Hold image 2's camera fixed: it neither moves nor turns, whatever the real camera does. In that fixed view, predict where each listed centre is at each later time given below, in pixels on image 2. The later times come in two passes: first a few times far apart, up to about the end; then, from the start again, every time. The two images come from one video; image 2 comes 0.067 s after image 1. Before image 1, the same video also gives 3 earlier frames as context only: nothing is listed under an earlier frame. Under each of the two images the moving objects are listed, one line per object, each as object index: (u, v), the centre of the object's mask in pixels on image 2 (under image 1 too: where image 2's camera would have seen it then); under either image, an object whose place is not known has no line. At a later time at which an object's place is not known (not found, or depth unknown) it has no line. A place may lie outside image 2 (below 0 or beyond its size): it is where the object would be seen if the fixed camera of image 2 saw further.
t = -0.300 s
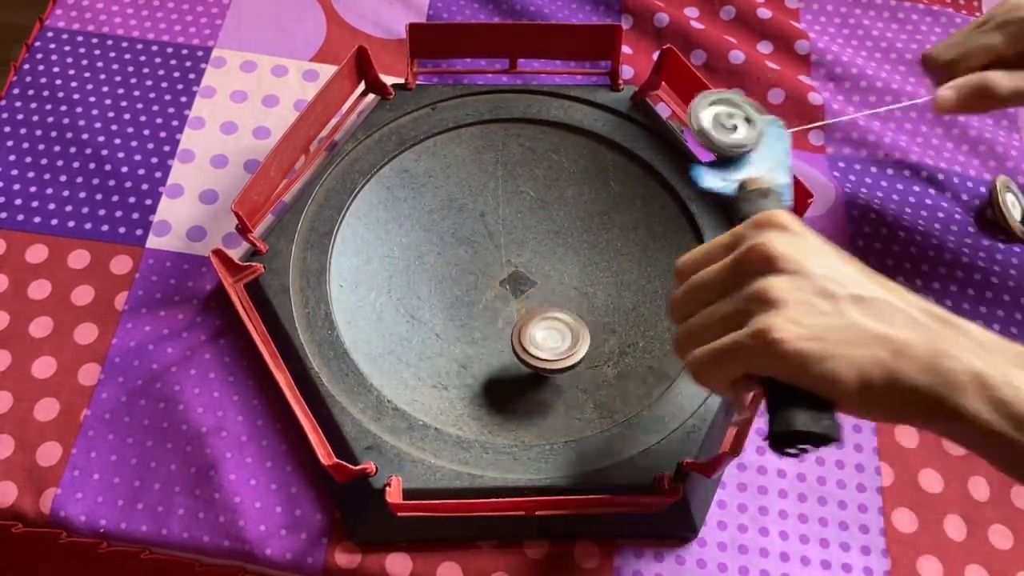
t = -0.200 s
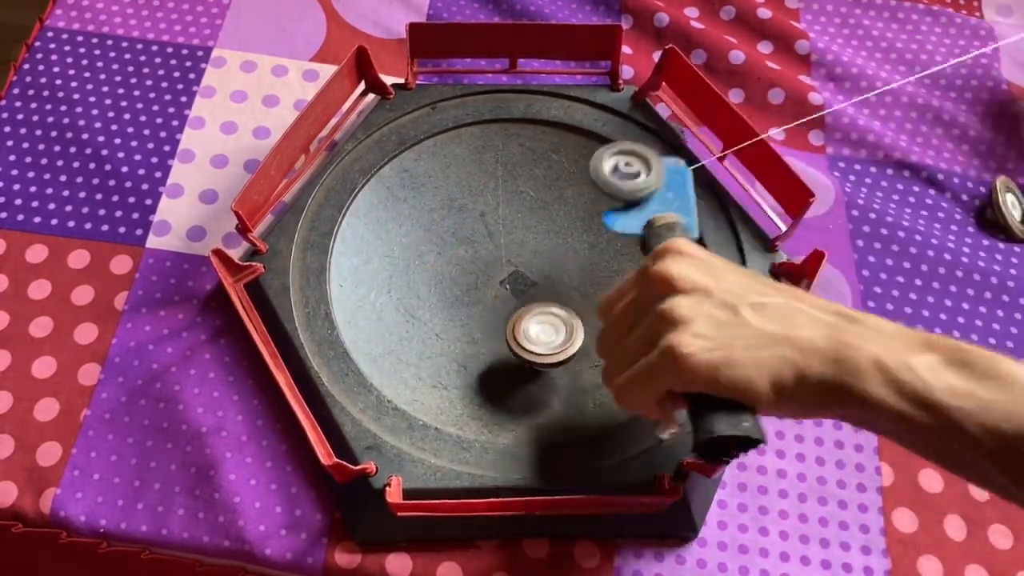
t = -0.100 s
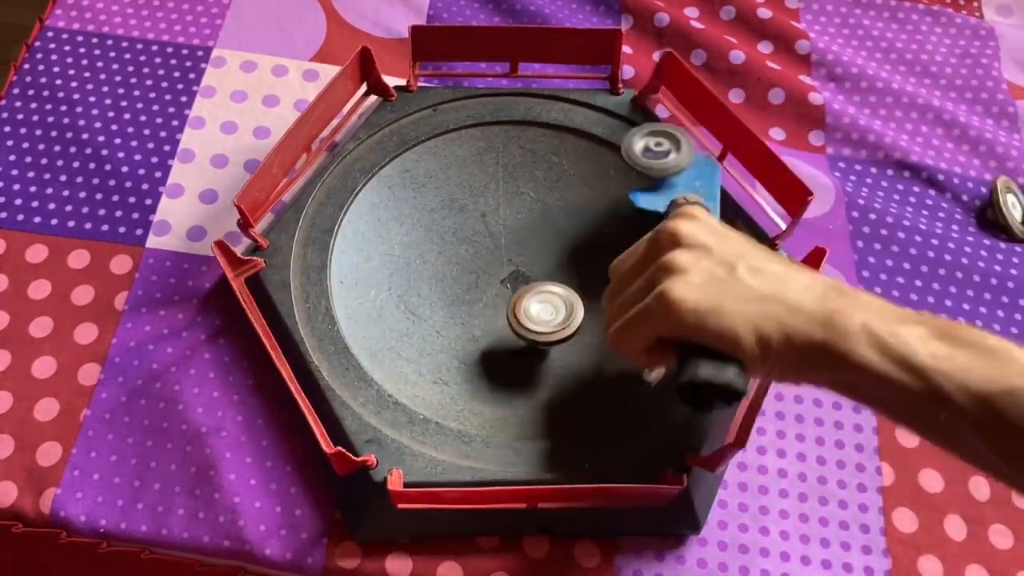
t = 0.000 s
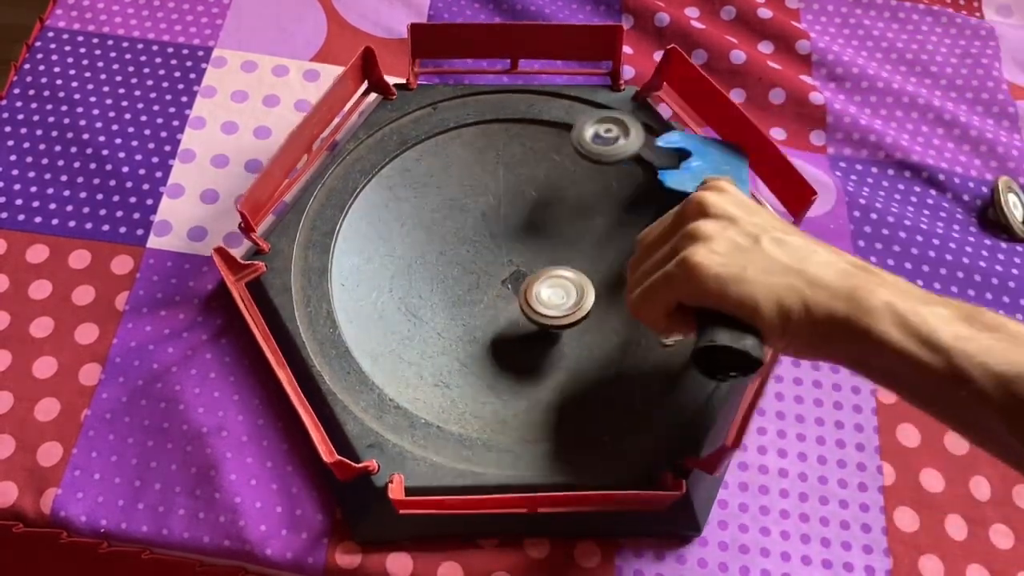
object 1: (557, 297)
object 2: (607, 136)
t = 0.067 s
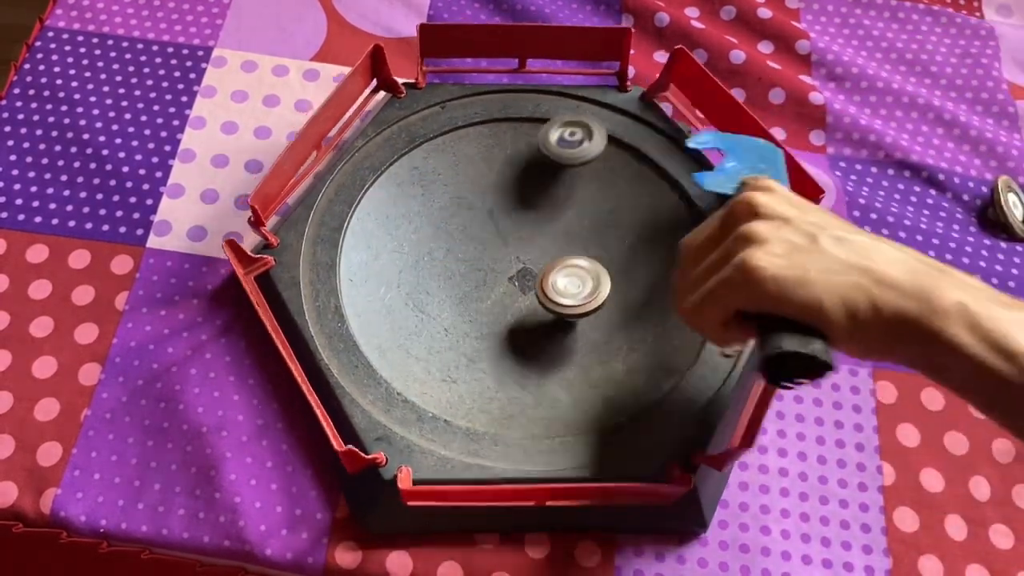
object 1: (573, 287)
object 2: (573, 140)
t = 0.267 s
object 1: (609, 266)
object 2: (513, 198)
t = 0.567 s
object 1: (624, 269)
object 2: (557, 237)
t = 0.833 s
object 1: (590, 244)
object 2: (677, 219)
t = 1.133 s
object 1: (587, 197)
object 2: (504, 392)
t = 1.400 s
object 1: (575, 205)
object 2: (385, 157)
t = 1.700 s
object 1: (521, 196)
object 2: (651, 379)
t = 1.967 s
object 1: (503, 192)
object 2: (491, 111)
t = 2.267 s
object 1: (487, 199)
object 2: (579, 442)
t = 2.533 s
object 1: (481, 235)
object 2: (475, 110)
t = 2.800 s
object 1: (466, 260)
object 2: (504, 419)
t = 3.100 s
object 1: (470, 276)
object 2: (691, 191)
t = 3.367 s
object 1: (502, 297)
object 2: (339, 237)
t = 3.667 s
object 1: (533, 310)
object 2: (632, 395)
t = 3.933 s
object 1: (558, 312)
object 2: (470, 111)
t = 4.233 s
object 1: (580, 296)
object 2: (529, 417)
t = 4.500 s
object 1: (596, 279)
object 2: (589, 116)
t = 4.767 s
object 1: (601, 257)
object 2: (444, 399)
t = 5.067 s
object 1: (590, 230)
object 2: (655, 151)
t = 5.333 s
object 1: (580, 206)
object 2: (403, 383)
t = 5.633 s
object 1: (554, 199)
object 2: (646, 153)
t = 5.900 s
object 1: (526, 192)
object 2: (440, 401)
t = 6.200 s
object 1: (495, 195)
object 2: (611, 129)
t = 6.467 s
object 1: (485, 205)
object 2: (469, 409)
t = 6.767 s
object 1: (460, 236)
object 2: (619, 129)
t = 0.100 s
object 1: (581, 281)
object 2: (559, 141)
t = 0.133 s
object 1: (586, 277)
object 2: (545, 147)
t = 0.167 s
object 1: (591, 274)
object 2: (533, 157)
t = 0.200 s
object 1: (598, 270)
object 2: (524, 169)
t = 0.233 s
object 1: (603, 268)
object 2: (518, 183)
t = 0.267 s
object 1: (609, 266)
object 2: (513, 198)
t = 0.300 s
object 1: (613, 265)
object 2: (513, 212)
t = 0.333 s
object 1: (617, 264)
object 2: (514, 227)
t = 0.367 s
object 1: (621, 264)
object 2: (517, 238)
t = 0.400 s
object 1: (623, 265)
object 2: (522, 247)
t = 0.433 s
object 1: (625, 265)
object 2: (527, 252)
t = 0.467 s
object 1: (626, 266)
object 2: (532, 254)
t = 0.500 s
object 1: (626, 267)
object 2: (538, 250)
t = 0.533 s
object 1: (625, 268)
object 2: (546, 244)
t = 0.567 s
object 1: (624, 269)
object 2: (557, 237)
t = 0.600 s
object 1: (621, 269)
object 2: (569, 226)
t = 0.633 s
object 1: (618, 268)
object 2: (583, 215)
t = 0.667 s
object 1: (613, 266)
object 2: (600, 206)
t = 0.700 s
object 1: (608, 263)
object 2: (617, 201)
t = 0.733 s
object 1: (603, 259)
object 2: (635, 199)
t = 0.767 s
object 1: (599, 254)
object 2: (652, 201)
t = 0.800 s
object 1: (595, 250)
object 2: (666, 208)
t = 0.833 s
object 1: (590, 244)
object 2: (677, 219)
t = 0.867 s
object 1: (587, 238)
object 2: (684, 235)
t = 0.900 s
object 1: (585, 231)
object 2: (688, 255)
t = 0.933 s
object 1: (584, 225)
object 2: (685, 279)
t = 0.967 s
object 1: (583, 218)
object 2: (677, 306)
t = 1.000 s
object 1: (583, 212)
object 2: (659, 334)
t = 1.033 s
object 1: (583, 207)
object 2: (630, 359)
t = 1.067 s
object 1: (584, 203)
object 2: (593, 380)
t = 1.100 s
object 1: (585, 199)
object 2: (549, 392)
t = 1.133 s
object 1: (587, 197)
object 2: (504, 392)
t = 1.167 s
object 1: (587, 196)
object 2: (456, 382)
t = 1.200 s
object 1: (588, 196)
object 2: (414, 363)
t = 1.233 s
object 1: (587, 197)
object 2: (375, 335)
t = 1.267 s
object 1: (587, 198)
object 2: (347, 302)
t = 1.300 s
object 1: (586, 199)
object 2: (336, 264)
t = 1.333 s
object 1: (583, 202)
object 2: (339, 227)
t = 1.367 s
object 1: (580, 203)
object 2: (354, 190)
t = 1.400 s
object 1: (575, 205)
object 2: (385, 157)
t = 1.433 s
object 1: (569, 206)
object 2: (425, 130)
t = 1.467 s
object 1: (563, 206)
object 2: (474, 111)
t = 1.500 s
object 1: (557, 206)
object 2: (530, 108)
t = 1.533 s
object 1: (550, 206)
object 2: (591, 116)
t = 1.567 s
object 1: (544, 206)
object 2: (646, 148)
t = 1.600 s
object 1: (538, 204)
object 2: (688, 200)
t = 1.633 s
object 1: (532, 202)
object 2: (706, 256)
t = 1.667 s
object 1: (526, 199)
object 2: (689, 326)
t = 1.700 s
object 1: (521, 196)
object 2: (651, 379)
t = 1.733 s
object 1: (518, 193)
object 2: (577, 412)
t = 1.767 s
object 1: (516, 191)
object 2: (496, 420)
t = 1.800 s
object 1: (514, 191)
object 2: (417, 391)
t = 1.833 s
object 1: (512, 190)
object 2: (360, 334)
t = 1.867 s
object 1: (510, 191)
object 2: (335, 262)
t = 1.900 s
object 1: (508, 191)
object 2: (355, 189)
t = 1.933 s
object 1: (506, 192)
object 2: (413, 133)
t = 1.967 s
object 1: (503, 192)
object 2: (491, 111)
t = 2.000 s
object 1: (500, 194)
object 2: (571, 109)
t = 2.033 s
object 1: (496, 193)
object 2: (649, 122)
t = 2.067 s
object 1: (493, 194)
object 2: (700, 159)
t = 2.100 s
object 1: (490, 194)
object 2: (740, 212)
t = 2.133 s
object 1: (489, 194)
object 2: (735, 268)
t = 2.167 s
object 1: (487, 195)
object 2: (722, 331)
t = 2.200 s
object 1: (486, 196)
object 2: (700, 384)
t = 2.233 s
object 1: (487, 197)
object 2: (640, 415)
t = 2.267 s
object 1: (487, 199)
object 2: (579, 442)
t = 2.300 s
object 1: (487, 202)
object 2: (518, 446)
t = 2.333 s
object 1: (487, 206)
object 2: (455, 410)
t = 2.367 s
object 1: (487, 210)
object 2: (399, 371)
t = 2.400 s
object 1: (487, 214)
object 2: (357, 320)
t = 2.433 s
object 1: (487, 219)
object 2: (339, 260)
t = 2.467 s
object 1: (485, 225)
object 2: (356, 194)
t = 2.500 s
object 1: (484, 229)
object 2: (402, 143)
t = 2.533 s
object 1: (481, 235)
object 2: (475, 110)
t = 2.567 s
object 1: (477, 240)
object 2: (558, 110)
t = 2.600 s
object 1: (474, 245)
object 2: (636, 136)
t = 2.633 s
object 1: (471, 248)
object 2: (687, 185)
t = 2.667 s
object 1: (468, 251)
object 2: (711, 252)
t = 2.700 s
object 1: (467, 253)
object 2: (698, 319)
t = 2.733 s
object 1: (466, 255)
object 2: (659, 375)
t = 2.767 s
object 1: (466, 258)
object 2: (588, 413)
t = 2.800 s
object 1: (466, 260)
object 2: (504, 419)
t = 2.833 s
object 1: (466, 262)
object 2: (422, 389)
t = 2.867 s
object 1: (466, 264)
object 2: (366, 331)
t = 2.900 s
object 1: (466, 267)
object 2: (341, 254)
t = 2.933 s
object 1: (466, 270)
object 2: (360, 185)
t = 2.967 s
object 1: (467, 272)
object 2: (418, 131)
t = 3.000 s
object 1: (467, 273)
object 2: (495, 108)
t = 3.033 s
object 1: (468, 274)
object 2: (571, 108)
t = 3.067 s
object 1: (469, 274)
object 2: (641, 138)
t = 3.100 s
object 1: (470, 276)
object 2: (691, 191)
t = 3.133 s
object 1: (471, 278)
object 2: (711, 257)
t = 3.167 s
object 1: (474, 279)
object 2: (694, 326)
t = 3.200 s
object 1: (478, 281)
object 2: (649, 385)
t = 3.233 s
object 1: (483, 285)
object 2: (576, 416)
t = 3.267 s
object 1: (488, 288)
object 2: (486, 413)
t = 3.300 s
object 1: (492, 291)
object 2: (407, 375)
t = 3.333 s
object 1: (497, 294)
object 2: (351, 309)
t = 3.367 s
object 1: (502, 297)
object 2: (339, 237)
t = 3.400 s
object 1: (506, 300)
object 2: (372, 166)
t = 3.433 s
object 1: (509, 303)
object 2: (439, 122)
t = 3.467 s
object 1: (512, 304)
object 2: (519, 105)
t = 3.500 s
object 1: (515, 306)
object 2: (600, 122)
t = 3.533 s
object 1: (519, 307)
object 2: (664, 157)
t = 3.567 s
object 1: (522, 308)
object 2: (704, 214)
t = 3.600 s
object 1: (526, 309)
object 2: (711, 282)
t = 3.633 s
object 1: (529, 309)
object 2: (681, 346)
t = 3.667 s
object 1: (533, 310)
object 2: (632, 395)
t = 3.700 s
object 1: (537, 311)
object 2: (556, 416)
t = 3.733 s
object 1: (541, 312)
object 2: (476, 411)
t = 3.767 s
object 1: (545, 312)
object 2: (403, 373)
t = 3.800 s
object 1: (549, 312)
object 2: (352, 315)
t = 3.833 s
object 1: (552, 313)
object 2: (339, 250)
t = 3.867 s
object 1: (555, 313)
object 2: (360, 183)
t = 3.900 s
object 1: (556, 313)
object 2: (411, 138)
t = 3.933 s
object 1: (558, 312)
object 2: (470, 111)
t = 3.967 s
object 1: (559, 311)
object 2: (539, 106)
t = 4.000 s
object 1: (561, 310)
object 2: (603, 118)
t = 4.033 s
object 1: (562, 308)
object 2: (656, 154)
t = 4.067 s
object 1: (564, 307)
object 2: (694, 195)
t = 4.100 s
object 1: (566, 306)
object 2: (711, 254)
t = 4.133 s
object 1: (569, 303)
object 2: (704, 313)
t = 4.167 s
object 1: (572, 301)
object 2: (666, 366)
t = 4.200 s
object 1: (576, 299)
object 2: (605, 407)
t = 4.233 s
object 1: (580, 296)
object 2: (529, 417)
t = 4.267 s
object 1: (584, 293)
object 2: (441, 401)
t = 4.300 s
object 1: (588, 291)
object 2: (372, 349)
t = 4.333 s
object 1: (590, 290)
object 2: (338, 276)
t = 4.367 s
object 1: (591, 289)
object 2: (348, 204)
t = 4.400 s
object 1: (593, 286)
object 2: (391, 149)
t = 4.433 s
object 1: (594, 284)
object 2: (452, 111)
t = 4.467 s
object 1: (595, 282)
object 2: (522, 104)
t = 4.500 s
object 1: (596, 279)
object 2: (589, 116)
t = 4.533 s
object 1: (597, 276)
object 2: (644, 142)
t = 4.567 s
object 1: (597, 273)
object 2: (686, 183)
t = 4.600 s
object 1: (597, 270)
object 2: (708, 239)
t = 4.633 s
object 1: (597, 268)
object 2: (706, 300)
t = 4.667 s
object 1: (597, 265)
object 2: (676, 357)
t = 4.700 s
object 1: (598, 262)
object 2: (615, 401)
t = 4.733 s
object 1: (599, 259)
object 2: (533, 418)
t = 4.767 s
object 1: (601, 257)
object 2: (444, 399)
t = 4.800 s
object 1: (601, 254)
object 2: (378, 350)
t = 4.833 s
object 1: (601, 251)
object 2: (339, 288)
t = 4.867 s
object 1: (600, 248)
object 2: (343, 227)
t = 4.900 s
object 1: (599, 246)
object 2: (364, 173)
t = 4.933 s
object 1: (597, 243)
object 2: (414, 134)
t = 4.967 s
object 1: (596, 240)
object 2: (472, 110)
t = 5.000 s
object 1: (594, 237)
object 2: (539, 108)
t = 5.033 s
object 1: (592, 234)
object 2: (602, 124)
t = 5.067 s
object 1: (590, 230)
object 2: (655, 151)
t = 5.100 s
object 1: (588, 227)
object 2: (687, 198)
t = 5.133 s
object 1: (586, 223)
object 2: (710, 247)
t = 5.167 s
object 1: (584, 219)
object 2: (702, 305)
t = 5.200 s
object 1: (582, 215)
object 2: (672, 358)
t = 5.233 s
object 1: (582, 212)
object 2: (620, 399)
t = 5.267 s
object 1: (582, 209)
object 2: (547, 416)
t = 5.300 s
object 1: (581, 208)
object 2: (470, 409)
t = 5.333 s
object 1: (580, 206)
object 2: (403, 383)
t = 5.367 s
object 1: (579, 205)
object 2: (357, 327)
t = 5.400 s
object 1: (578, 204)
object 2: (333, 262)
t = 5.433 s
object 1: (576, 203)
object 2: (348, 201)
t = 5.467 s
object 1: (574, 202)
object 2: (385, 157)
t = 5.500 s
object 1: (571, 202)
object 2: (436, 126)
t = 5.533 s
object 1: (567, 201)
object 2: (490, 110)
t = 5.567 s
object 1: (563, 201)
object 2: (549, 112)
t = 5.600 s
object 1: (559, 200)
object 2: (603, 124)
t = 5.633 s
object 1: (554, 199)
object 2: (646, 153)
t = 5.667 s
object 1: (550, 198)
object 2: (679, 193)
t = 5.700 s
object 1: (546, 197)
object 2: (703, 237)
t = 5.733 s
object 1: (543, 196)
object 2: (709, 287)
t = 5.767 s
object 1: (540, 195)
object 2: (685, 339)
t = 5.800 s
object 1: (536, 194)
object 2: (646, 383)
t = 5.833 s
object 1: (532, 193)
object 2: (585, 414)
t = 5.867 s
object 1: (529, 192)
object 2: (513, 415)
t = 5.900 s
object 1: (526, 192)
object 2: (440, 401)
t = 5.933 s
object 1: (524, 192)
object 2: (387, 362)
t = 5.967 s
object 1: (521, 192)
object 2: (346, 312)
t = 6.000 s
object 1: (518, 192)
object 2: (335, 254)
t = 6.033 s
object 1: (515, 193)
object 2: (351, 198)
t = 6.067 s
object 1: (511, 194)
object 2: (387, 153)
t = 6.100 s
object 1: (507, 194)
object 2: (439, 123)
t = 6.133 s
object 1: (503, 194)
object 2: (495, 109)
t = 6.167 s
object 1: (499, 195)
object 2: (555, 111)
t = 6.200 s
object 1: (495, 195)
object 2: (611, 129)
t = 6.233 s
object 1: (493, 195)
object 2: (657, 158)
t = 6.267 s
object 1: (492, 195)
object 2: (693, 196)
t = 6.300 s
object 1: (490, 196)
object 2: (708, 248)
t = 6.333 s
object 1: (488, 197)
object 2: (704, 306)
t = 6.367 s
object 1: (487, 198)
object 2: (674, 361)
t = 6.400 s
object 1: (487, 200)
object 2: (614, 401)
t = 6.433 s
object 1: (486, 202)
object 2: (546, 421)
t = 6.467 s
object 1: (485, 205)
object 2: (469, 409)
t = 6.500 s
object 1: (483, 208)
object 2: (396, 375)
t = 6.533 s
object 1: (481, 212)
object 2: (349, 319)
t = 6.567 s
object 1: (479, 216)
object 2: (337, 254)
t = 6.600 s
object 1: (476, 219)
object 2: (354, 195)
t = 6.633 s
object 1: (473, 223)
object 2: (392, 150)
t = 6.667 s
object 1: (470, 227)
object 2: (444, 121)
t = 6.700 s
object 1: (467, 231)
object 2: (503, 108)
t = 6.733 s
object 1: (463, 234)
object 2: (563, 112)
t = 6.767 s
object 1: (460, 236)
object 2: (619, 129)
